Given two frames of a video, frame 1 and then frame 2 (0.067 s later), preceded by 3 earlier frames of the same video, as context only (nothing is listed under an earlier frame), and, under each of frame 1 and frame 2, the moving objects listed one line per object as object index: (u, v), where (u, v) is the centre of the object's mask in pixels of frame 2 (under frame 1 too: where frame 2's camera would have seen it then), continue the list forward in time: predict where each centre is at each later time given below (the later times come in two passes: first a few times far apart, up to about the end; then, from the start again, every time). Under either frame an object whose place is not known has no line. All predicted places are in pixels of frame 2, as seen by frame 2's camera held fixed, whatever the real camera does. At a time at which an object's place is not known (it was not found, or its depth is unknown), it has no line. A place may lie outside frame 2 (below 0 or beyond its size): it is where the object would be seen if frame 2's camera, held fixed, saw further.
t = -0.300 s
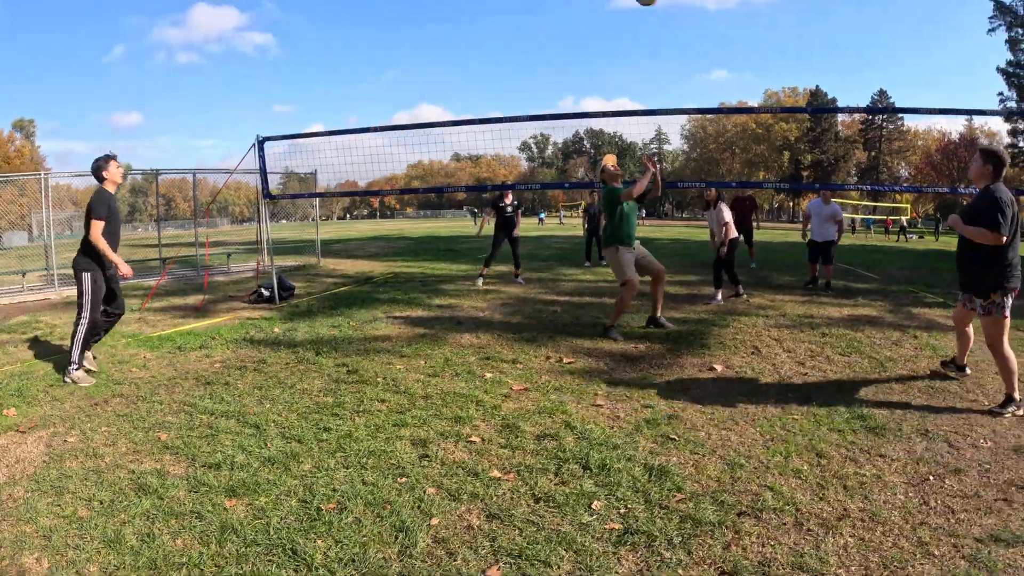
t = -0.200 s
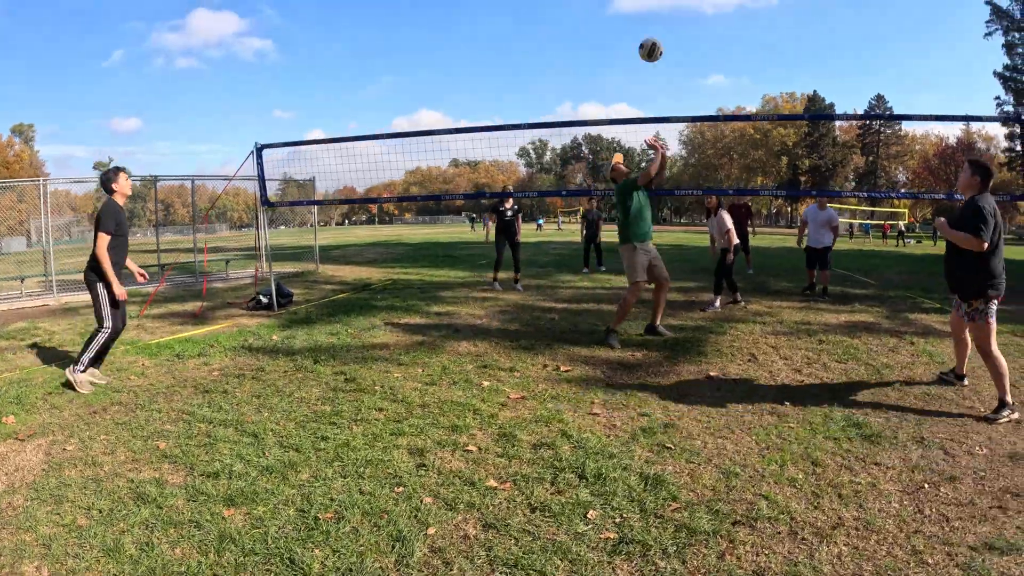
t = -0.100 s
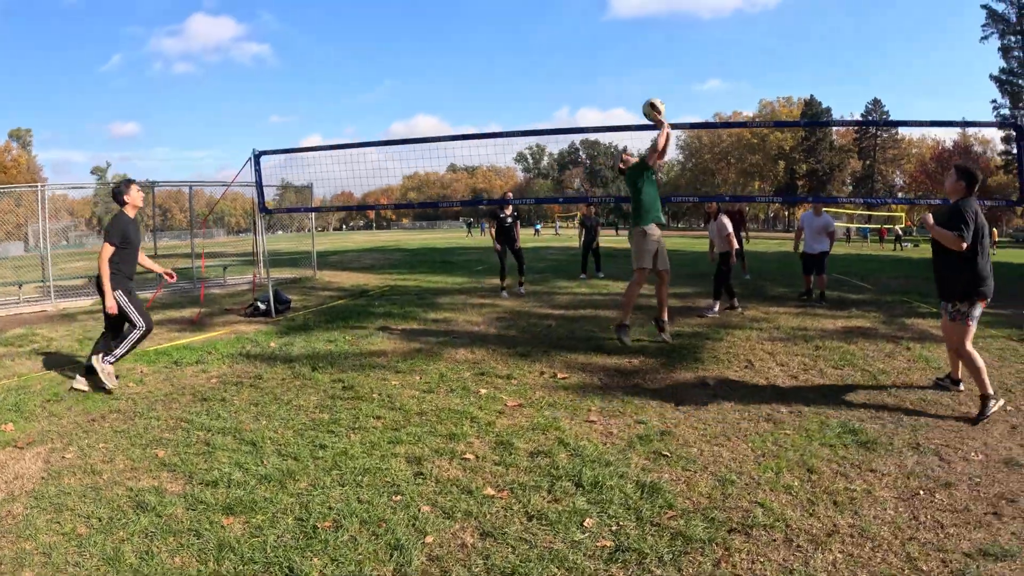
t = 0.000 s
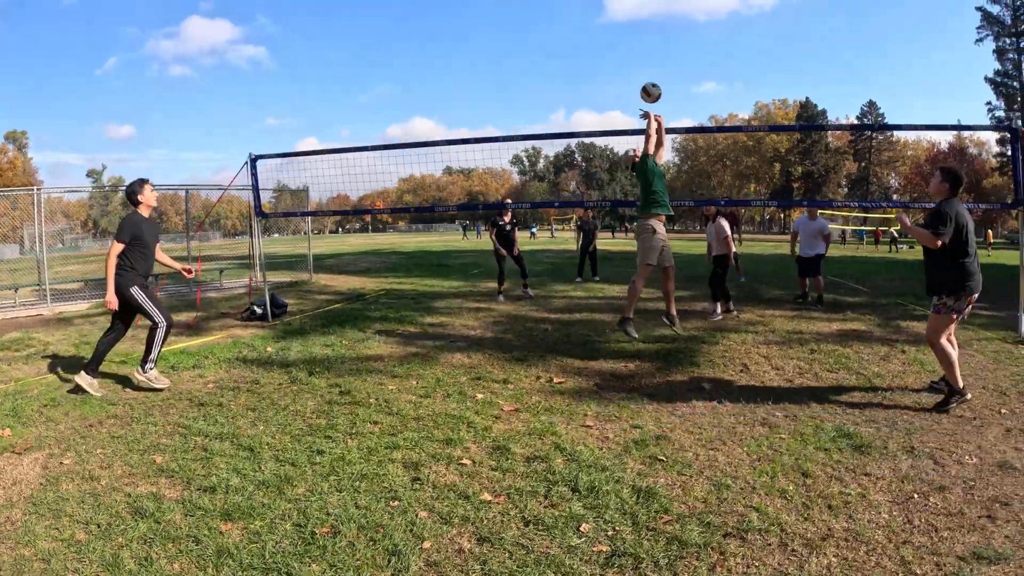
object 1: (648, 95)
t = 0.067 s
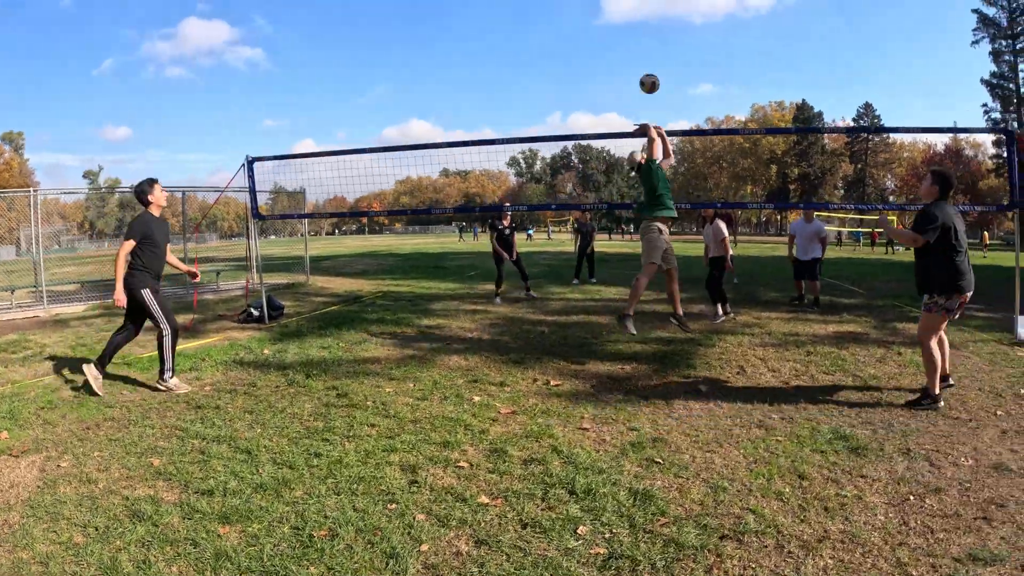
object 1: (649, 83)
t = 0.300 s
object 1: (656, 76)
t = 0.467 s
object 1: (659, 96)
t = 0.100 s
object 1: (650, 79)
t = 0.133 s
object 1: (651, 76)
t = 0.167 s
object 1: (652, 74)
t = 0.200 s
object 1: (653, 73)
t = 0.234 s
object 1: (654, 73)
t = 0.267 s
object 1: (655, 74)
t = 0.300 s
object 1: (656, 76)
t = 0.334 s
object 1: (657, 78)
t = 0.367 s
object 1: (657, 82)
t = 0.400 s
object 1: (658, 86)
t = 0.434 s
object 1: (659, 90)
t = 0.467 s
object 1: (659, 96)
